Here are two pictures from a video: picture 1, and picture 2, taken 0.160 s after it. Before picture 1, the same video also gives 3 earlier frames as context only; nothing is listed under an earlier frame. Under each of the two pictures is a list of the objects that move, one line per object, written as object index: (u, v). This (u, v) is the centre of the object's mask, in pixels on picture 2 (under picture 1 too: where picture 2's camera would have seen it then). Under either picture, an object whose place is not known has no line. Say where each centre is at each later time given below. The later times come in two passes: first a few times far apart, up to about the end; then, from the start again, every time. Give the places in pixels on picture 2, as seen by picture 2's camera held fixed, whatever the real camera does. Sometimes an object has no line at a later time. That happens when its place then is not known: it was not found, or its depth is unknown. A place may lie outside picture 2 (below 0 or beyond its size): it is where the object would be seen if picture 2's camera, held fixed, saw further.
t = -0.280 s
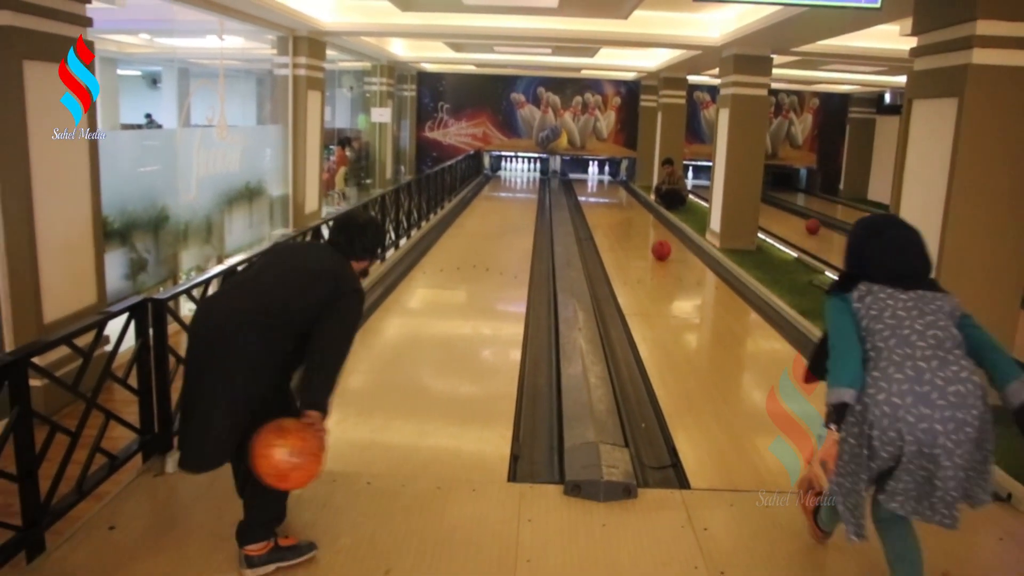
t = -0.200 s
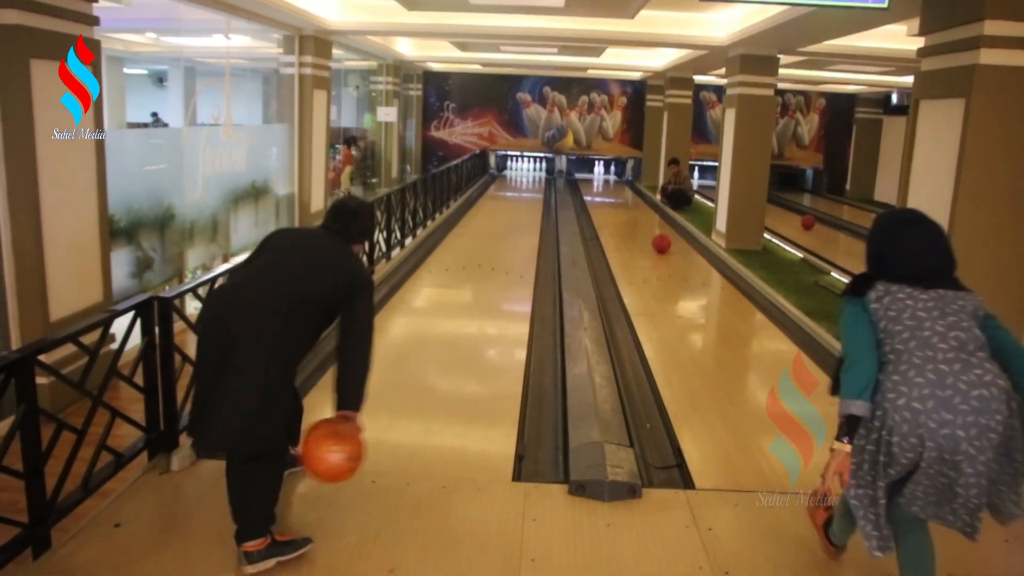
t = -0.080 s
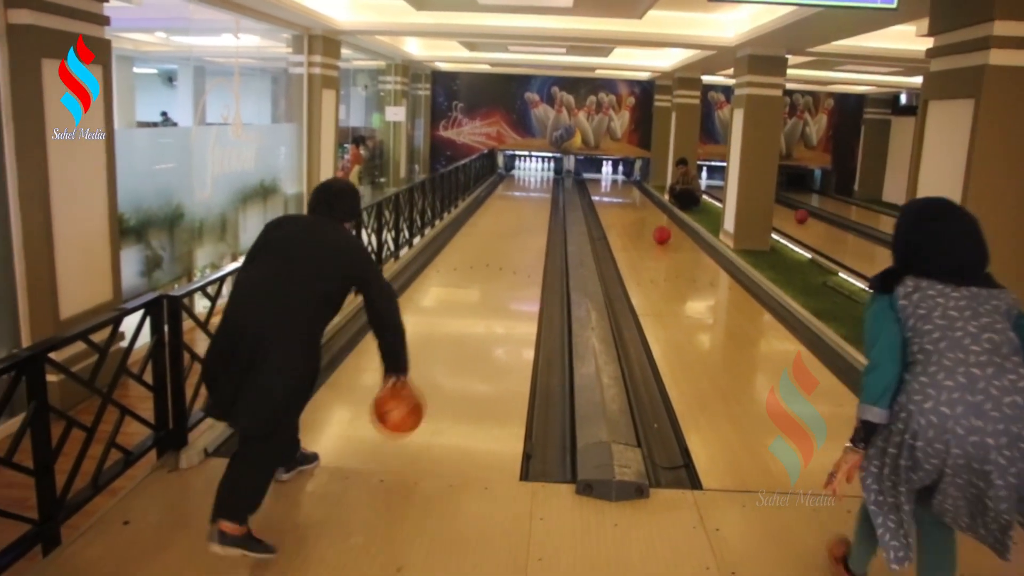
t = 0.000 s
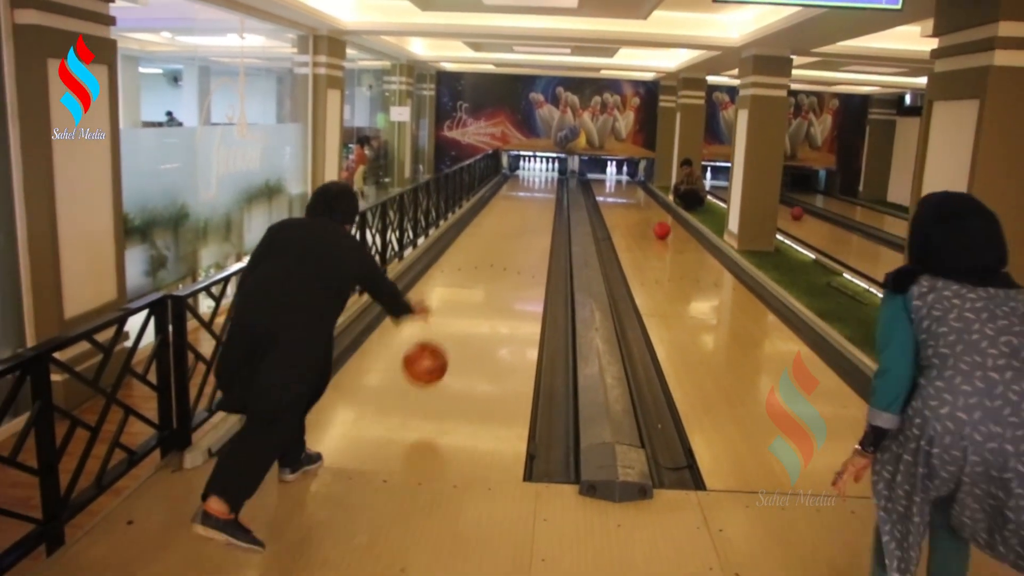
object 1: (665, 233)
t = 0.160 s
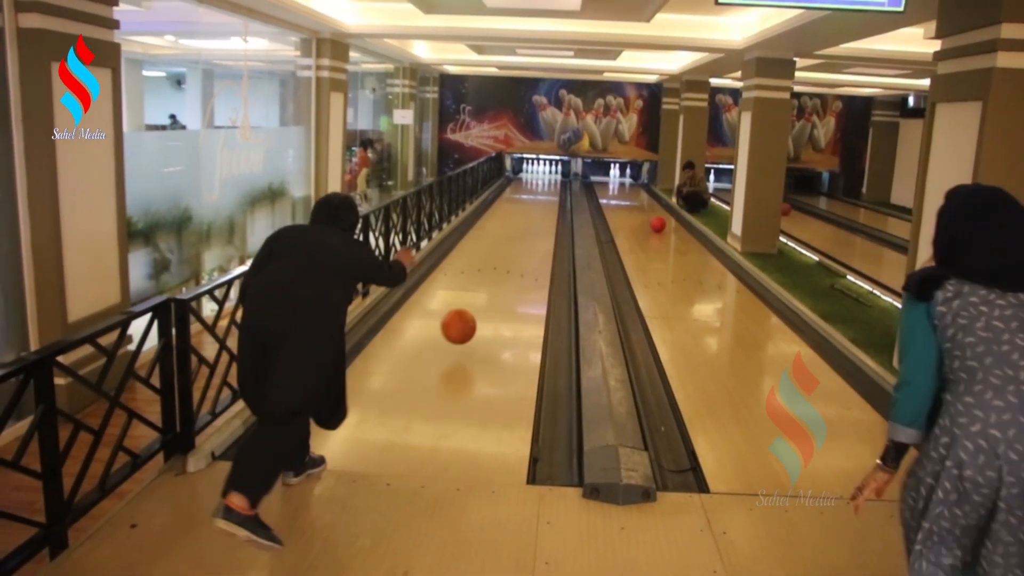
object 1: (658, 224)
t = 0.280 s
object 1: (653, 218)
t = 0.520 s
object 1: (646, 210)
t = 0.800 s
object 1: (638, 202)
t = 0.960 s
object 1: (635, 197)
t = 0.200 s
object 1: (656, 222)
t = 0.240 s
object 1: (655, 220)
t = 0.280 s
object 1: (653, 218)
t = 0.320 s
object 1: (652, 217)
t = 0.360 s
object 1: (650, 215)
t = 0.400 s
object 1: (649, 214)
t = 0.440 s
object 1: (648, 213)
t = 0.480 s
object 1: (647, 211)
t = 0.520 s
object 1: (646, 210)
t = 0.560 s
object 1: (645, 209)
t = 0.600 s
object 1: (643, 207)
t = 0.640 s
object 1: (642, 205)
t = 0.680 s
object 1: (642, 204)
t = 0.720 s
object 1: (641, 203)
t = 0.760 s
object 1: (640, 203)
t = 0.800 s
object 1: (638, 202)
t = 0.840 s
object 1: (638, 200)
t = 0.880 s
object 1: (637, 199)
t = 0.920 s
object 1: (636, 198)
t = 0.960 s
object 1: (635, 197)
